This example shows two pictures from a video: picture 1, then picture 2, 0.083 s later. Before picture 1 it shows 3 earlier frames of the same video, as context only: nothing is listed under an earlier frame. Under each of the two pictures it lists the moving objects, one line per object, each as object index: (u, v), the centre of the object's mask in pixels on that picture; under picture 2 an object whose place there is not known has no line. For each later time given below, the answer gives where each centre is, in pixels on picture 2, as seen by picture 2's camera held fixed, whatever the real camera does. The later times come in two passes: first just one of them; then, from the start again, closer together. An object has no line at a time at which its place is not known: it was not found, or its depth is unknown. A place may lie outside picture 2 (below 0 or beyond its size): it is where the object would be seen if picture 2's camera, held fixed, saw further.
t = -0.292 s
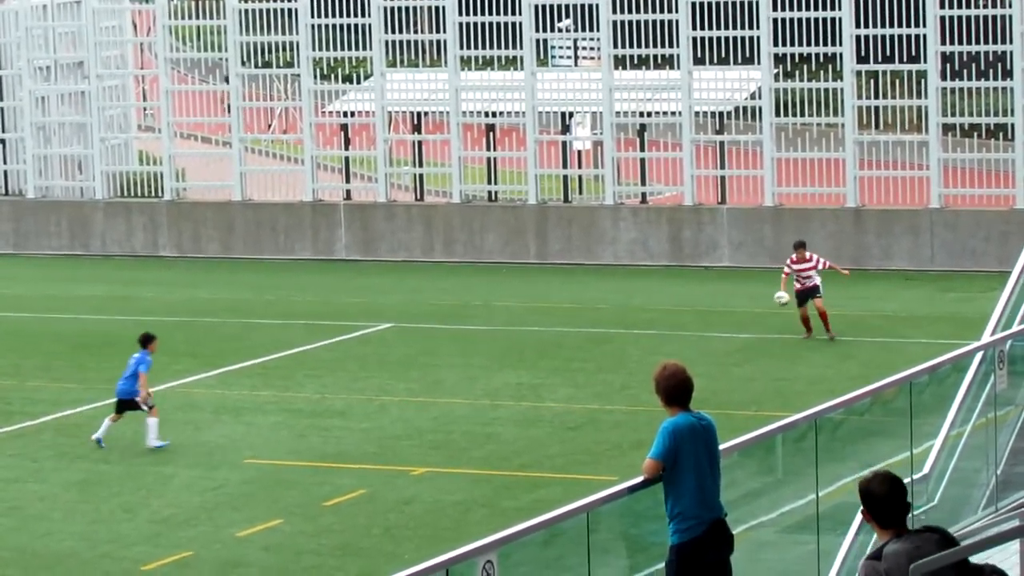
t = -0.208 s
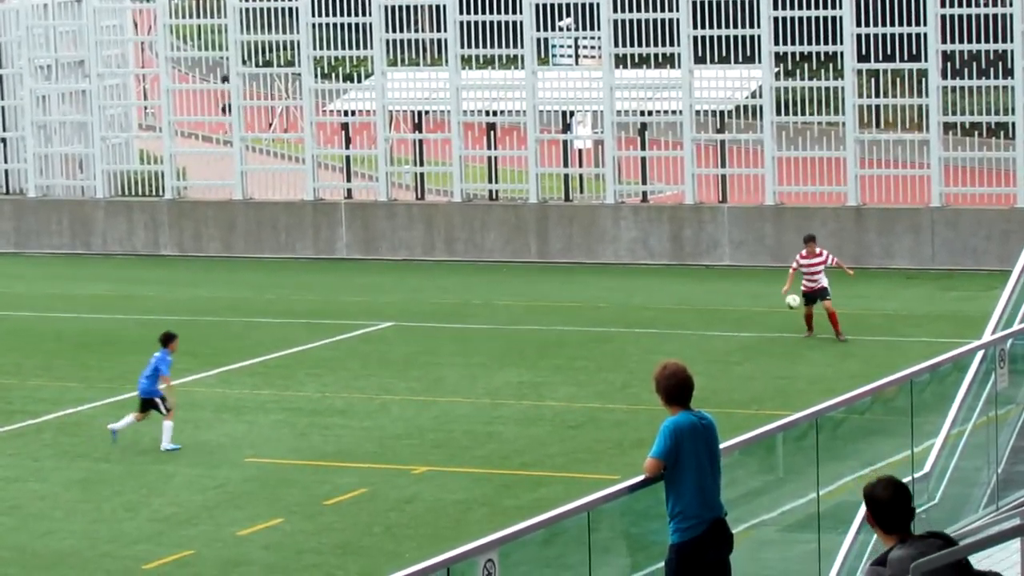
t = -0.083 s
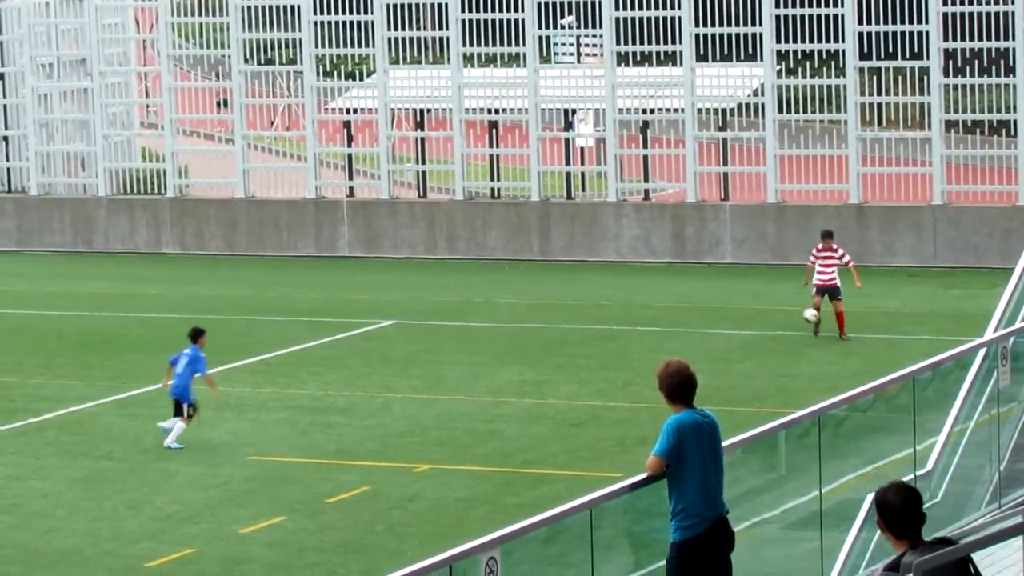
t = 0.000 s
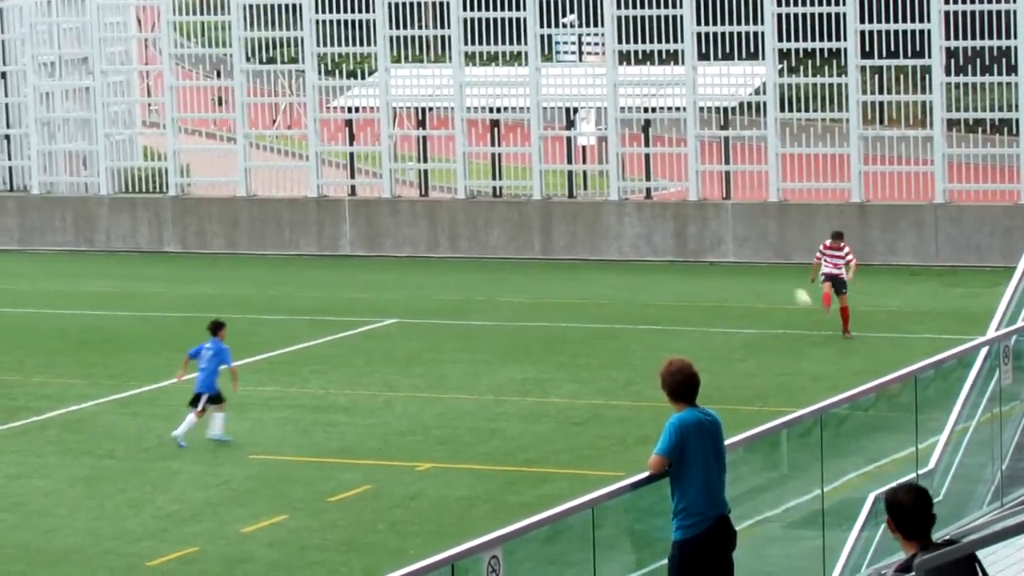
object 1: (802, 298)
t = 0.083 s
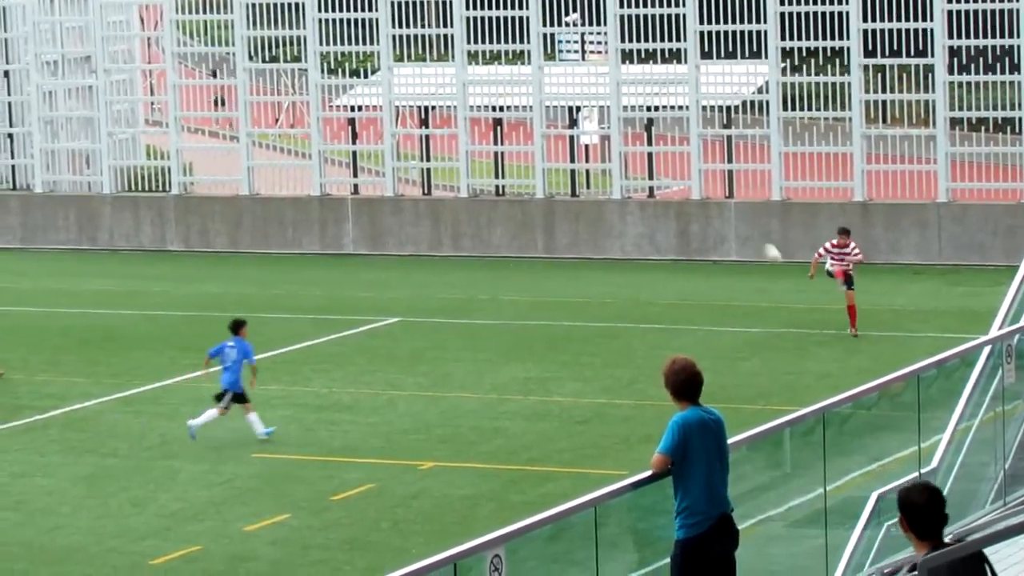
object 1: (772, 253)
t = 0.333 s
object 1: (665, 143)
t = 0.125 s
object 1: (756, 232)
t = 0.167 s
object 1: (739, 212)
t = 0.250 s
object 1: (702, 176)
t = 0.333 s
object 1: (665, 143)
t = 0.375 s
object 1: (647, 128)
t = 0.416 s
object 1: (627, 115)
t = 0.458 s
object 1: (607, 102)
